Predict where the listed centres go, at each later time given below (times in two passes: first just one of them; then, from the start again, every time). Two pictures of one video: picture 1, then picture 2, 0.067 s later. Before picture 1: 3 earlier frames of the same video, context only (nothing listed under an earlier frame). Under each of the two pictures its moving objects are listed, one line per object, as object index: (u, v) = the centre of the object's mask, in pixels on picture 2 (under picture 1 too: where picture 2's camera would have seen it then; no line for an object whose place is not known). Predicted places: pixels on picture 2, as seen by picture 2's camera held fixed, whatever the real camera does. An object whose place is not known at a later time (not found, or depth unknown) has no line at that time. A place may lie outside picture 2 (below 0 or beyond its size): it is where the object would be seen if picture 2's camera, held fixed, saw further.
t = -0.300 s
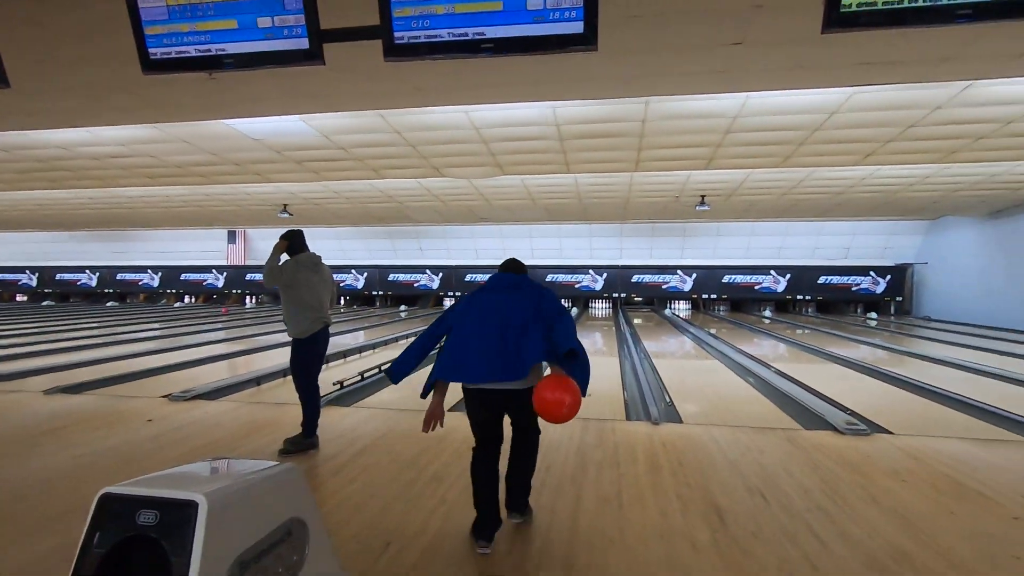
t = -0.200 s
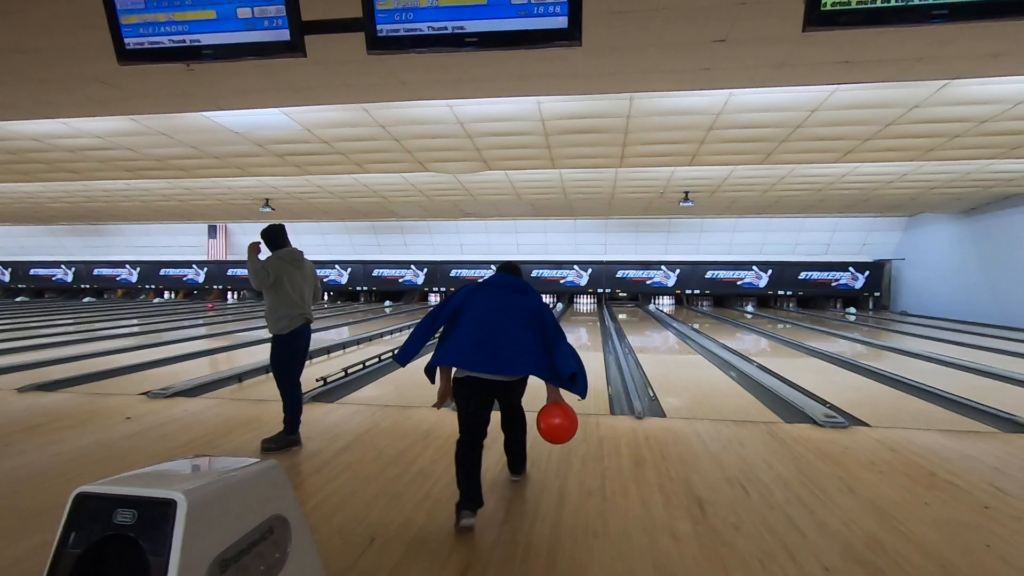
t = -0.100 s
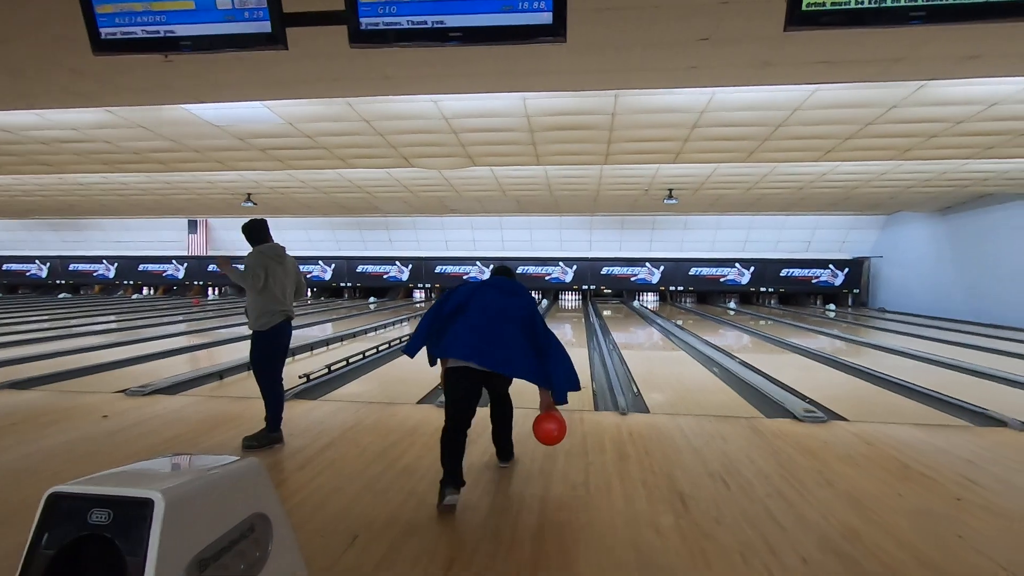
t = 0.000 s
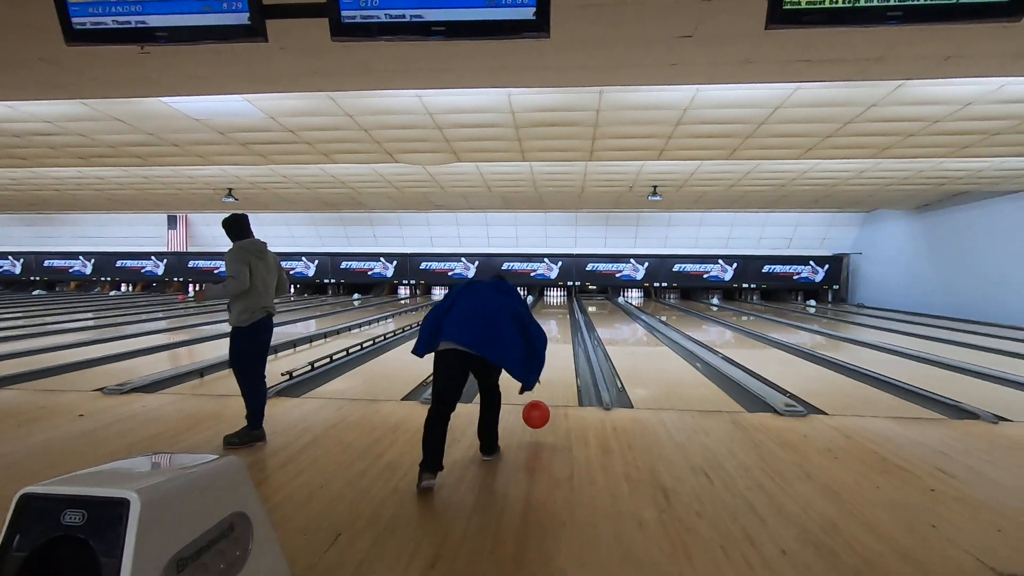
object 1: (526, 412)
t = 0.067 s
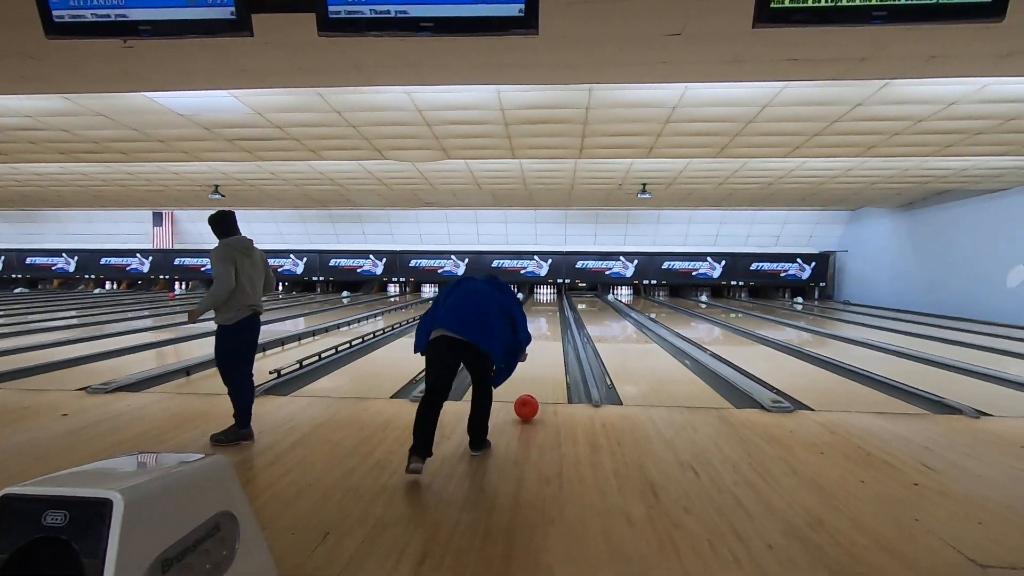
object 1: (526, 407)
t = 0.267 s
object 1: (527, 374)
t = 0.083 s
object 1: (526, 403)
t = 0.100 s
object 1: (527, 399)
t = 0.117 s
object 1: (527, 395)
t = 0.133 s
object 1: (527, 392)
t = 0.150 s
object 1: (527, 389)
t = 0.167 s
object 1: (527, 387)
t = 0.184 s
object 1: (527, 385)
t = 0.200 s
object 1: (527, 384)
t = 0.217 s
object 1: (527, 381)
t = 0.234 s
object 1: (527, 378)
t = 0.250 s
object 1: (527, 376)
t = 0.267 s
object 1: (527, 374)
